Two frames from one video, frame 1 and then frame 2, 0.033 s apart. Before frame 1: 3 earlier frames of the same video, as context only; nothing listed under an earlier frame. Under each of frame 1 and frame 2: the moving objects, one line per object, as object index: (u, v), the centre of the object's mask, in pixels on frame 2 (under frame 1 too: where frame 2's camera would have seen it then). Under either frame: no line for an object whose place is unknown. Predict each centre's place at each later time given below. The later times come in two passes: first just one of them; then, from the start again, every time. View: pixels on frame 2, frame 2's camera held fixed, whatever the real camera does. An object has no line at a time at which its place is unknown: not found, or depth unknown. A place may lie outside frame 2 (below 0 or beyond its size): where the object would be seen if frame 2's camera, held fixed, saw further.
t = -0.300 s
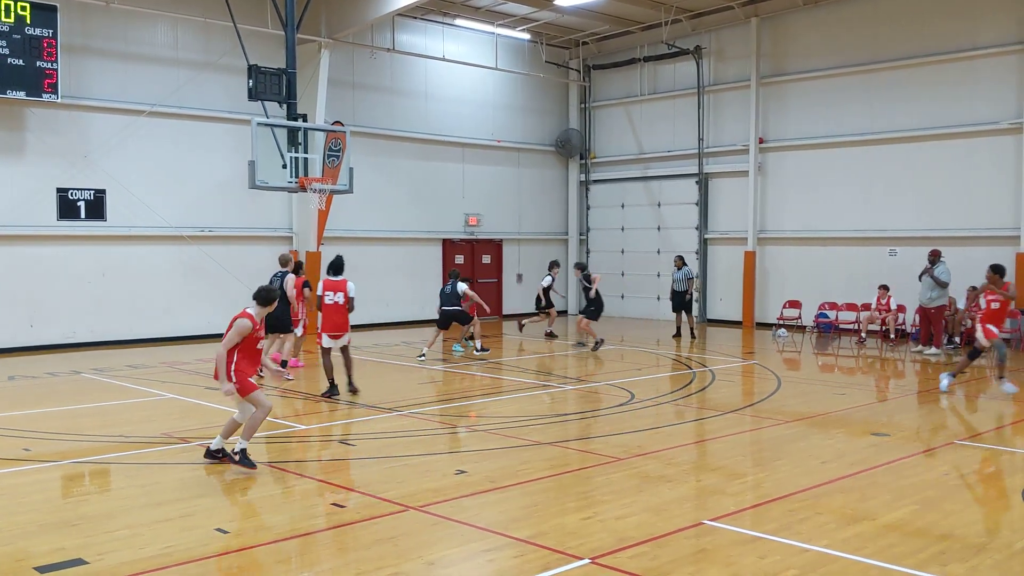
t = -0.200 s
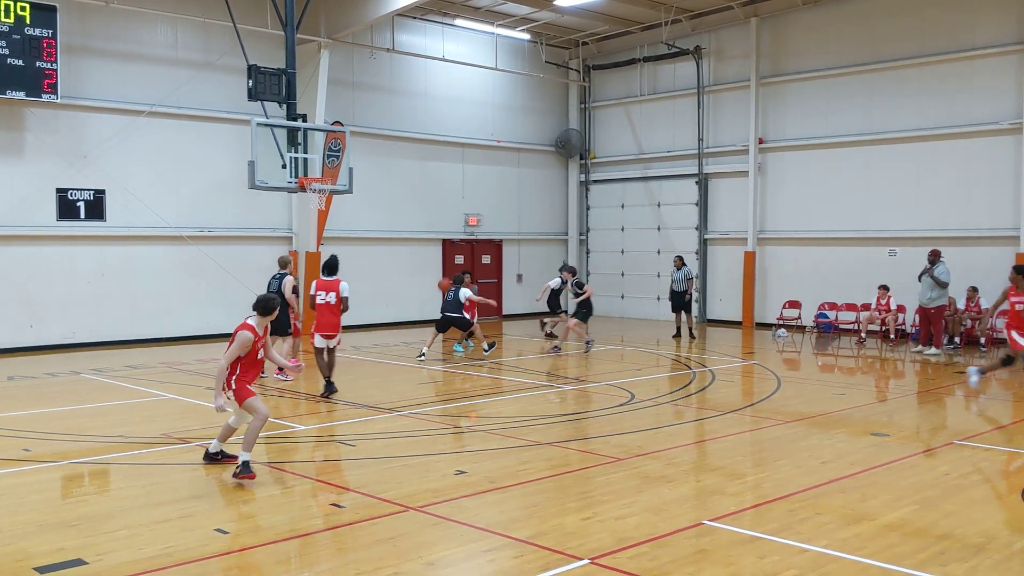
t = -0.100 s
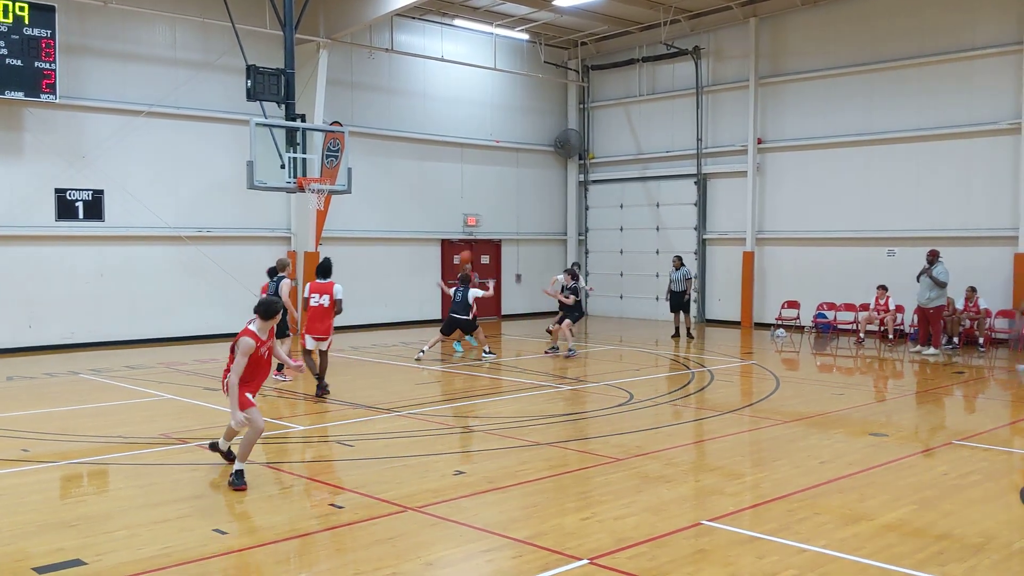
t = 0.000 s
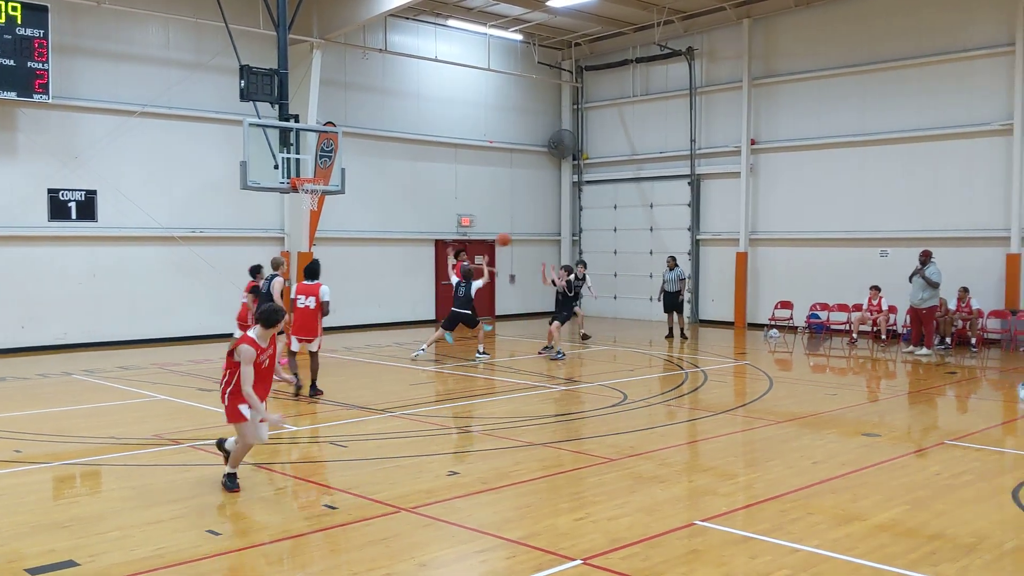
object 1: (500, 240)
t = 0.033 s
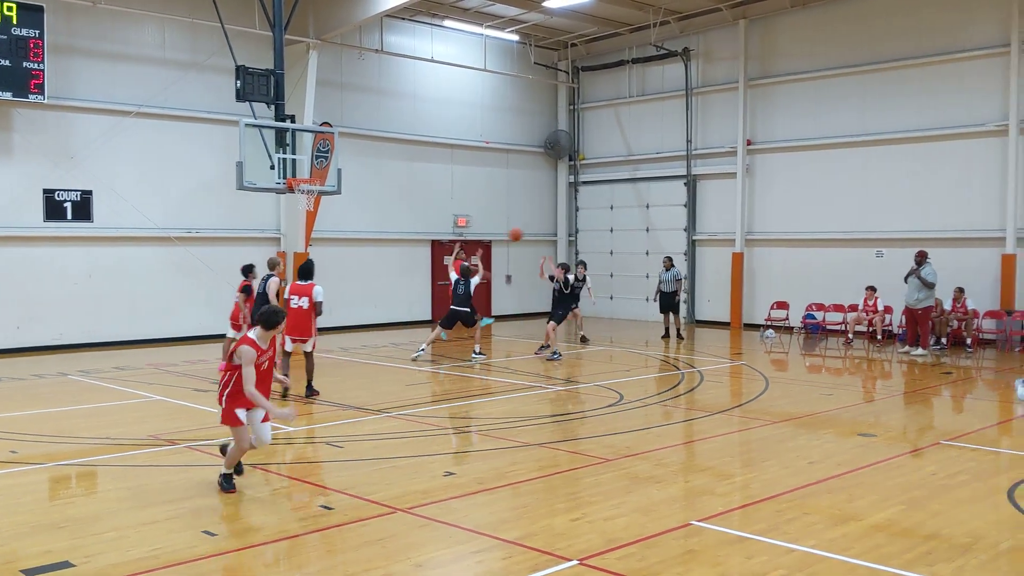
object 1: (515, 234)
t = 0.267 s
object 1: (629, 210)
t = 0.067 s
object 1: (531, 229)
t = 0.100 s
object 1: (547, 225)
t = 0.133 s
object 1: (563, 221)
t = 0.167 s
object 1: (579, 218)
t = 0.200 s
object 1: (595, 215)
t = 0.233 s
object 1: (612, 212)
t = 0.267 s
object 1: (629, 210)
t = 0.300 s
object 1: (647, 209)
